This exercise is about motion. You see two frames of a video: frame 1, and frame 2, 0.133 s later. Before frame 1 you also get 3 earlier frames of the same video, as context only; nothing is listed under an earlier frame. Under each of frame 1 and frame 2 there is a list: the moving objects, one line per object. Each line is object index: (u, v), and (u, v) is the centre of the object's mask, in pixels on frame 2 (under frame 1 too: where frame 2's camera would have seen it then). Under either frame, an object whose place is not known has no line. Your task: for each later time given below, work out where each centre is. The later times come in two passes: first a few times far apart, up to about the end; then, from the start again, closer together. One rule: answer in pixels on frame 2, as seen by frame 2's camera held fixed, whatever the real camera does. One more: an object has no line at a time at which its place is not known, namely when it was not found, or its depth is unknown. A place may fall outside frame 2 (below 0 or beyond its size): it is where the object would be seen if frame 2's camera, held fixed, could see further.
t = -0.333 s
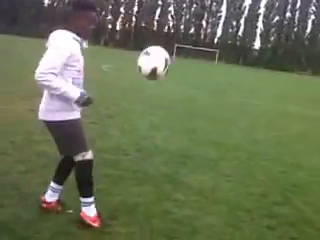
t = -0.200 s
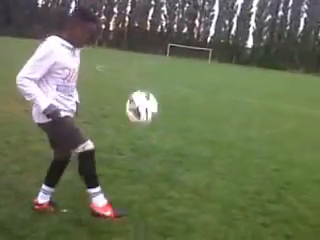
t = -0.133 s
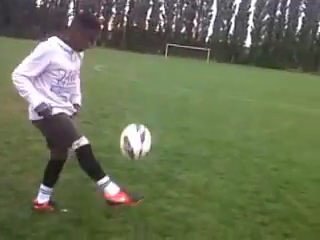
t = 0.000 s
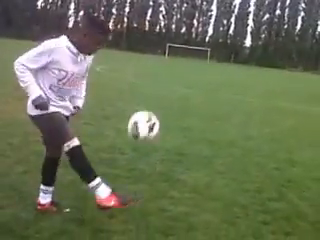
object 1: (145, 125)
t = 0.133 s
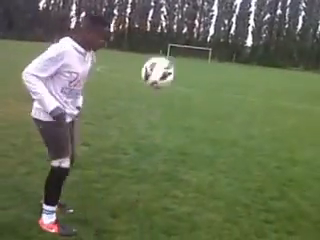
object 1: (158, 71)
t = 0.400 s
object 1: (176, 27)
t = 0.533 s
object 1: (180, 44)
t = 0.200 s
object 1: (162, 52)
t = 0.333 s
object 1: (172, 29)
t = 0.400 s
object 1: (176, 27)
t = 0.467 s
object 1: (178, 31)
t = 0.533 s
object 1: (180, 44)
